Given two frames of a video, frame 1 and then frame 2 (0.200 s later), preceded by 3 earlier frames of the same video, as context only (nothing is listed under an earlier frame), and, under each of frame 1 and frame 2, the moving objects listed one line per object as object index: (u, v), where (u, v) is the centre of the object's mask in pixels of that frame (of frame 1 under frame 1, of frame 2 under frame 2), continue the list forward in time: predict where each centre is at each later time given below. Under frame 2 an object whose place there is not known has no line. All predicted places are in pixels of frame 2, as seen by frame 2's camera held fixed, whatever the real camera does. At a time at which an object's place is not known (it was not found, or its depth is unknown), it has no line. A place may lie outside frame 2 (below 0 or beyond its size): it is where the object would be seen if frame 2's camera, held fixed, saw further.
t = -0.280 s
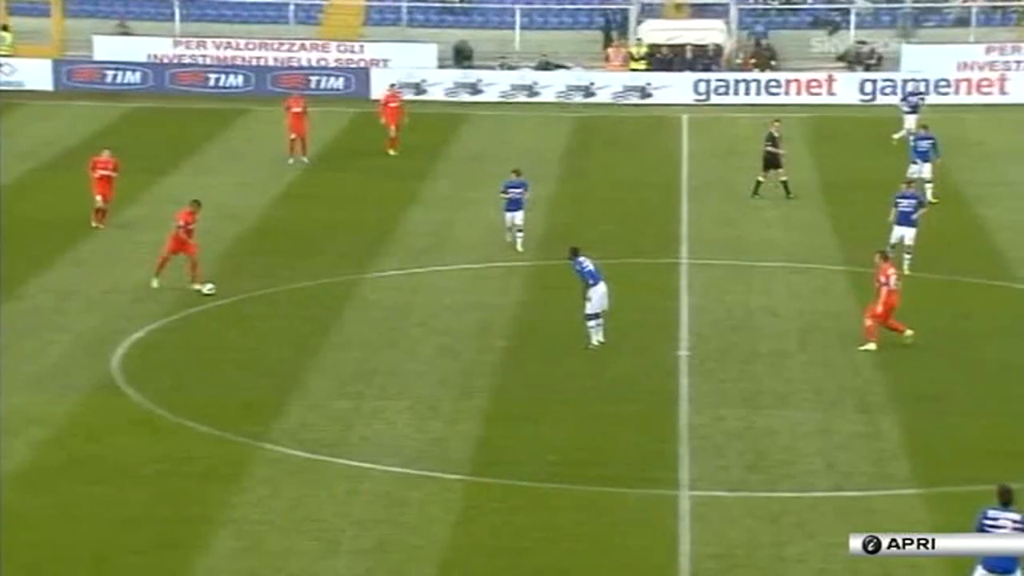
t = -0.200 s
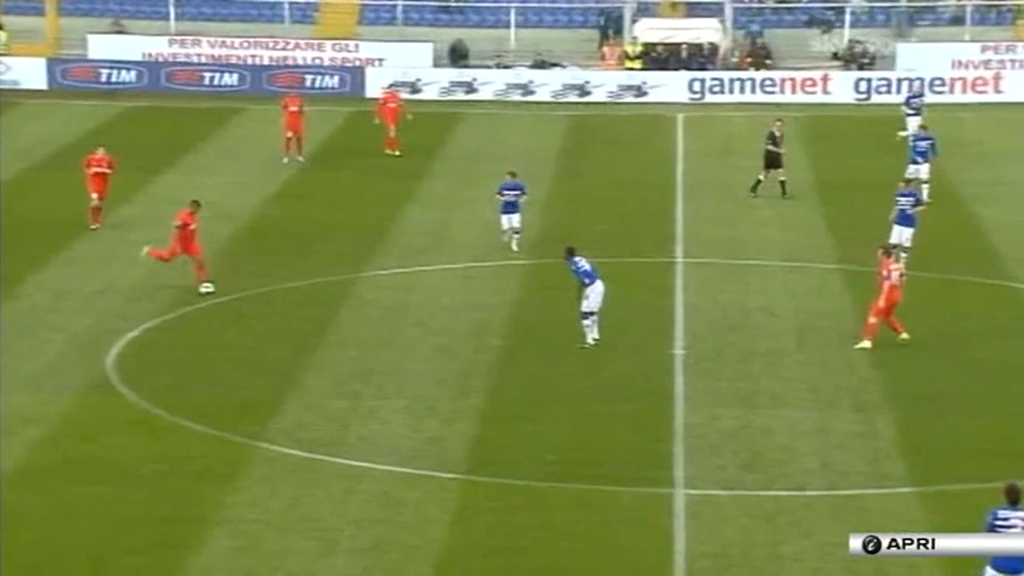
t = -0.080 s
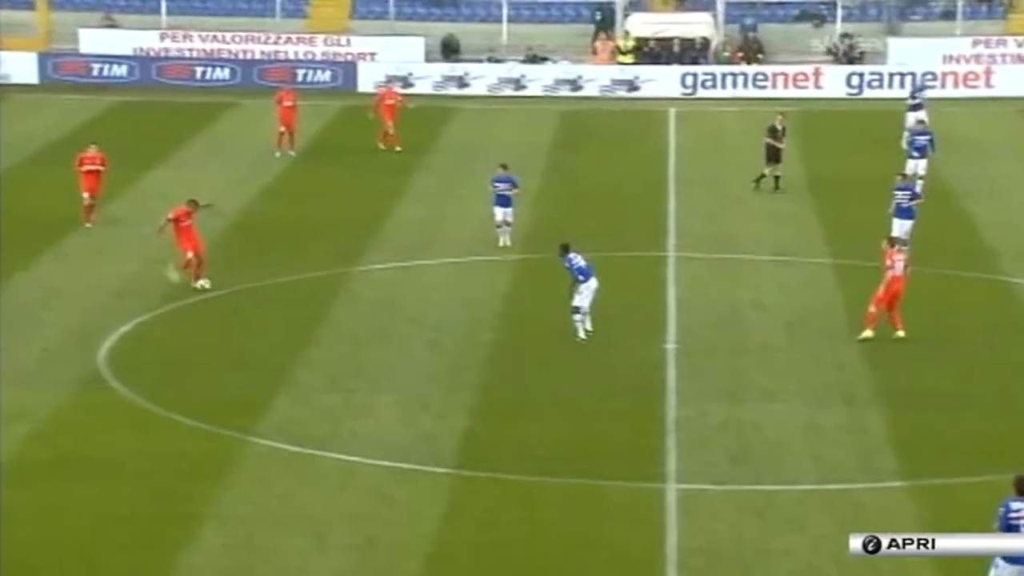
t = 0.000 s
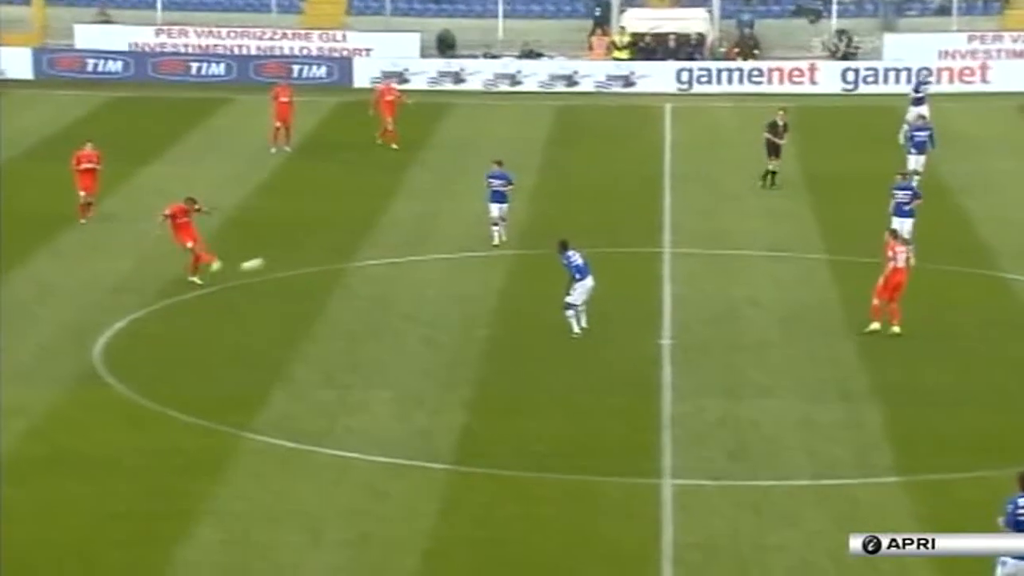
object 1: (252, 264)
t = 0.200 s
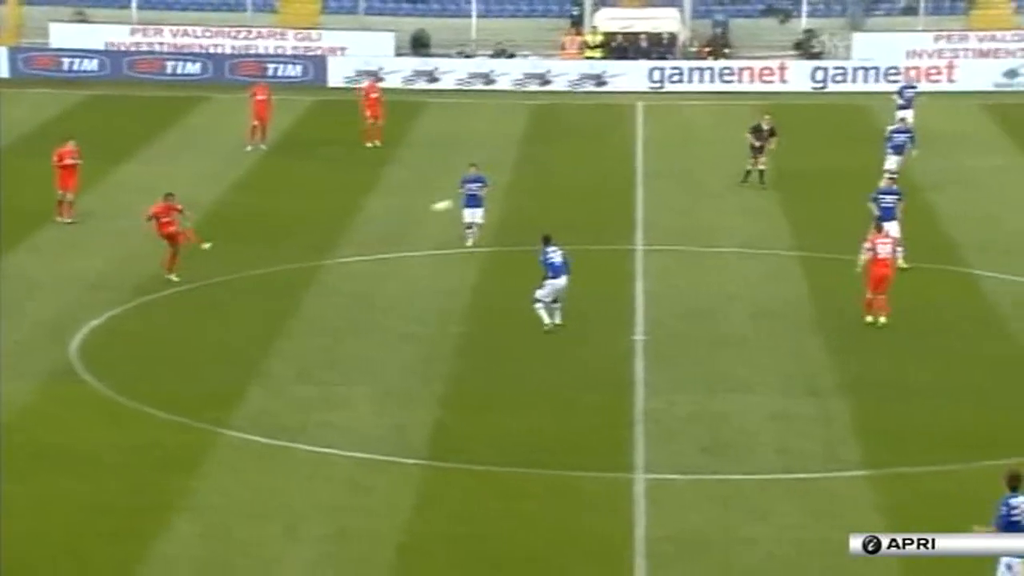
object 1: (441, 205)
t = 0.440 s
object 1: (702, 155)
